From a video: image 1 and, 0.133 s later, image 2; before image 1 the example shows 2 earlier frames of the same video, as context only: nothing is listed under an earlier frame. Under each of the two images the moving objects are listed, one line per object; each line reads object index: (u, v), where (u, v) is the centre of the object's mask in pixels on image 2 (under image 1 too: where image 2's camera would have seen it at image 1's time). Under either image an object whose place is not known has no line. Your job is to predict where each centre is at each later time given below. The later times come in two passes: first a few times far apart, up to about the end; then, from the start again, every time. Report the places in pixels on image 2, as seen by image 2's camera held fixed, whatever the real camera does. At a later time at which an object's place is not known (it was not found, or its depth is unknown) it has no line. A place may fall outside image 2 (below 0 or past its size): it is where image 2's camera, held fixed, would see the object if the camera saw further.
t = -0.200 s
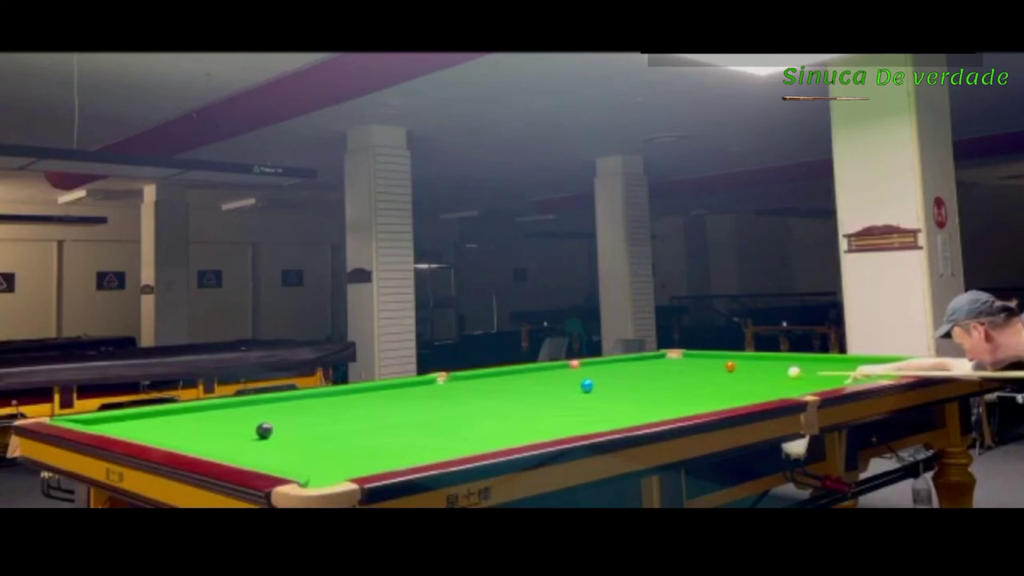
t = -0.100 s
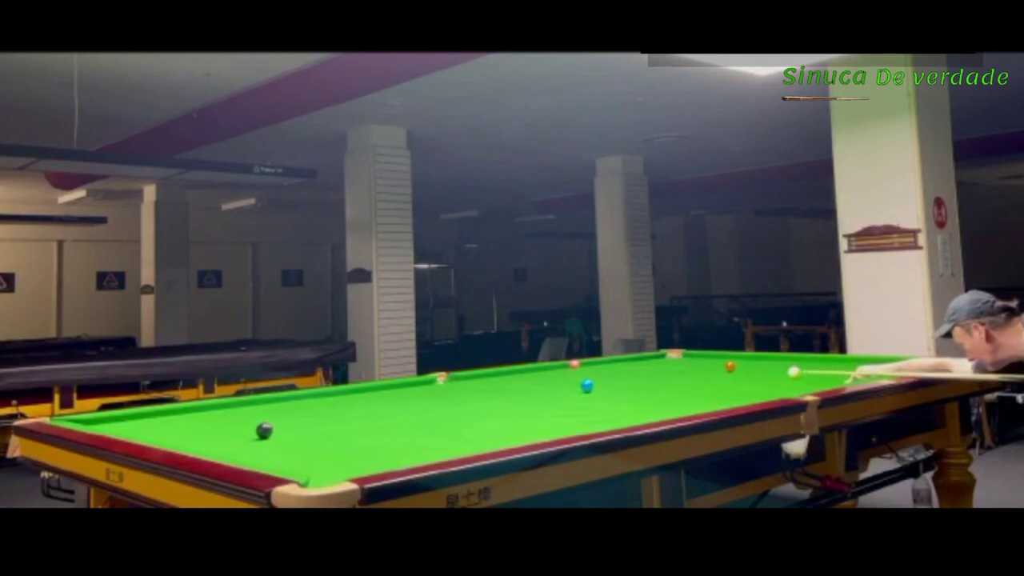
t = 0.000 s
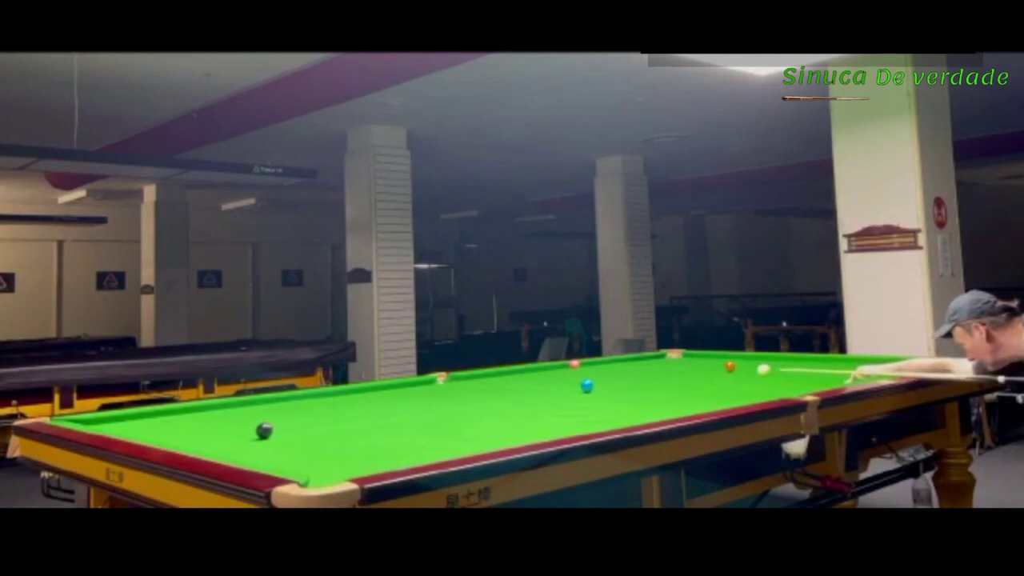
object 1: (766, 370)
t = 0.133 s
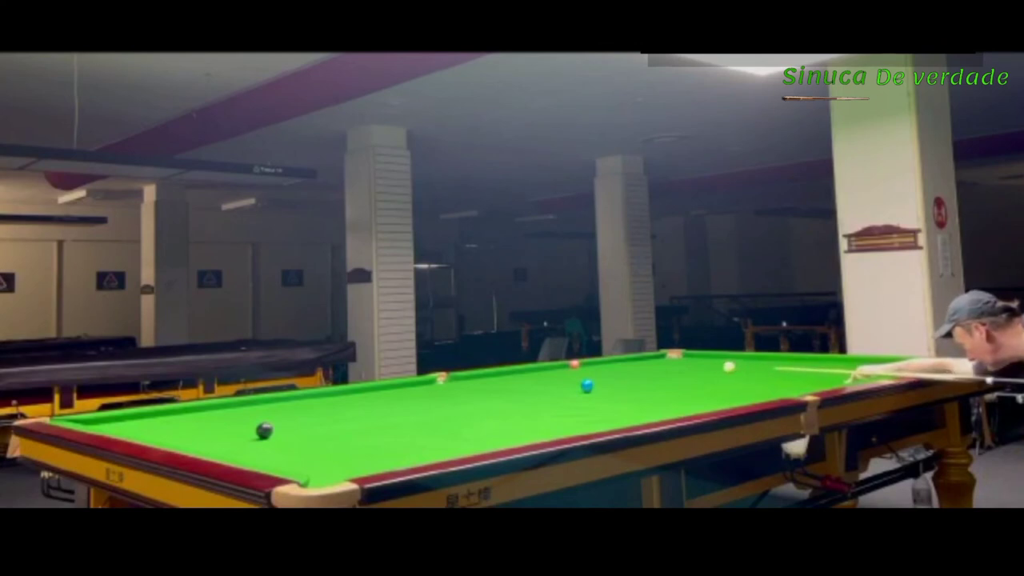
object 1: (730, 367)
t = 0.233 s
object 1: (714, 367)
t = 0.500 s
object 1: (672, 367)
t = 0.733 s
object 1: (637, 367)
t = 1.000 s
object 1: (599, 367)
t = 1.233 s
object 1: (568, 366)
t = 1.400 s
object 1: (548, 366)
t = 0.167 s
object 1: (725, 367)
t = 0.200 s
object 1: (719, 367)
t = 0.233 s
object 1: (714, 367)
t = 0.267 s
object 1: (709, 367)
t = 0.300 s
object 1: (704, 367)
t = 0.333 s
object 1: (698, 367)
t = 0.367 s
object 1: (693, 367)
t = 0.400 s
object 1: (688, 367)
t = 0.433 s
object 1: (682, 367)
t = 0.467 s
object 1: (677, 367)
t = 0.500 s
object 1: (672, 367)
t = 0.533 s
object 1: (667, 367)
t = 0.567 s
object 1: (662, 367)
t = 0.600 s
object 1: (657, 367)
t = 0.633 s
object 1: (652, 367)
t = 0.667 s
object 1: (646, 367)
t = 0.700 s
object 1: (641, 367)
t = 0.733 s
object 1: (637, 367)
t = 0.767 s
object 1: (632, 367)
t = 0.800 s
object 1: (627, 367)
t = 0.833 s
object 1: (622, 367)
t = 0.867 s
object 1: (618, 367)
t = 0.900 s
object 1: (613, 367)
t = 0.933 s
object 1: (608, 367)
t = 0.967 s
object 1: (604, 367)
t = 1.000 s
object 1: (599, 367)
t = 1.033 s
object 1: (595, 367)
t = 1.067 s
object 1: (590, 367)
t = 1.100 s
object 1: (586, 367)
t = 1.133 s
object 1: (581, 367)
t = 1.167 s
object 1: (577, 366)
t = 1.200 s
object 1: (573, 366)
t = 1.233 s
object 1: (568, 366)
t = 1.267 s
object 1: (563, 366)
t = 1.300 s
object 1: (560, 366)
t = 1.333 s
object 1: (555, 367)
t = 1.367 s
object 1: (551, 366)
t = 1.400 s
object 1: (548, 366)
